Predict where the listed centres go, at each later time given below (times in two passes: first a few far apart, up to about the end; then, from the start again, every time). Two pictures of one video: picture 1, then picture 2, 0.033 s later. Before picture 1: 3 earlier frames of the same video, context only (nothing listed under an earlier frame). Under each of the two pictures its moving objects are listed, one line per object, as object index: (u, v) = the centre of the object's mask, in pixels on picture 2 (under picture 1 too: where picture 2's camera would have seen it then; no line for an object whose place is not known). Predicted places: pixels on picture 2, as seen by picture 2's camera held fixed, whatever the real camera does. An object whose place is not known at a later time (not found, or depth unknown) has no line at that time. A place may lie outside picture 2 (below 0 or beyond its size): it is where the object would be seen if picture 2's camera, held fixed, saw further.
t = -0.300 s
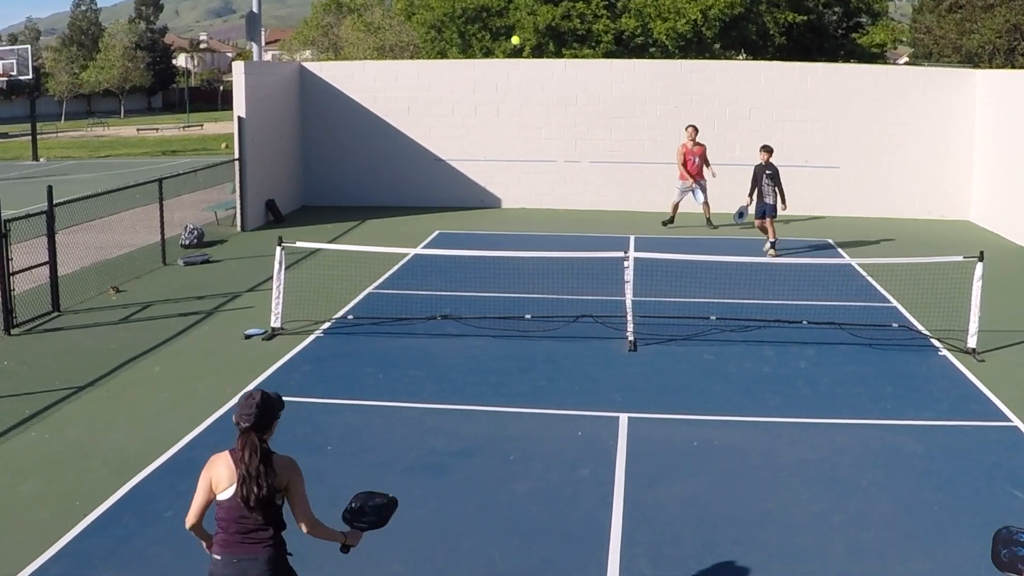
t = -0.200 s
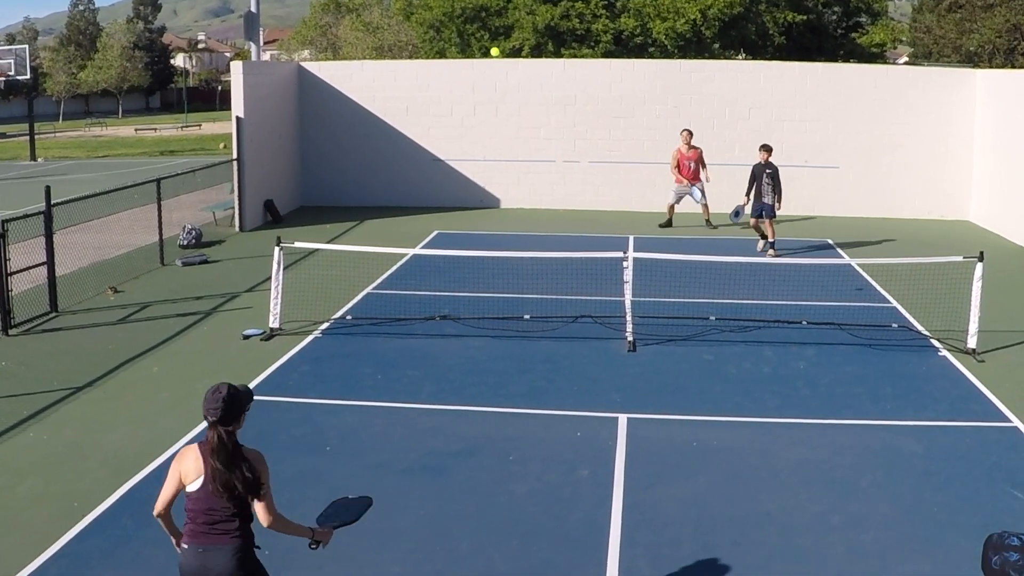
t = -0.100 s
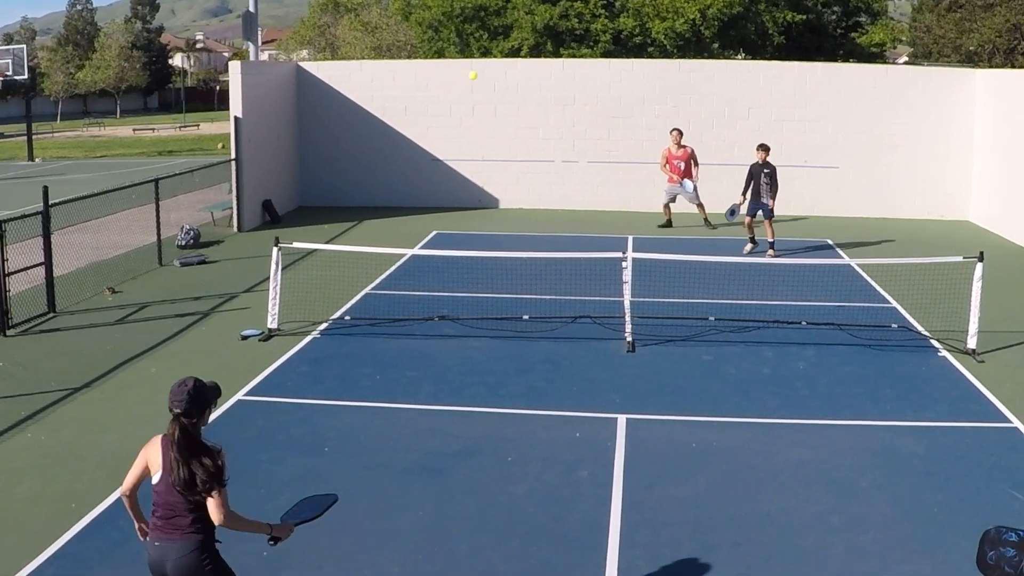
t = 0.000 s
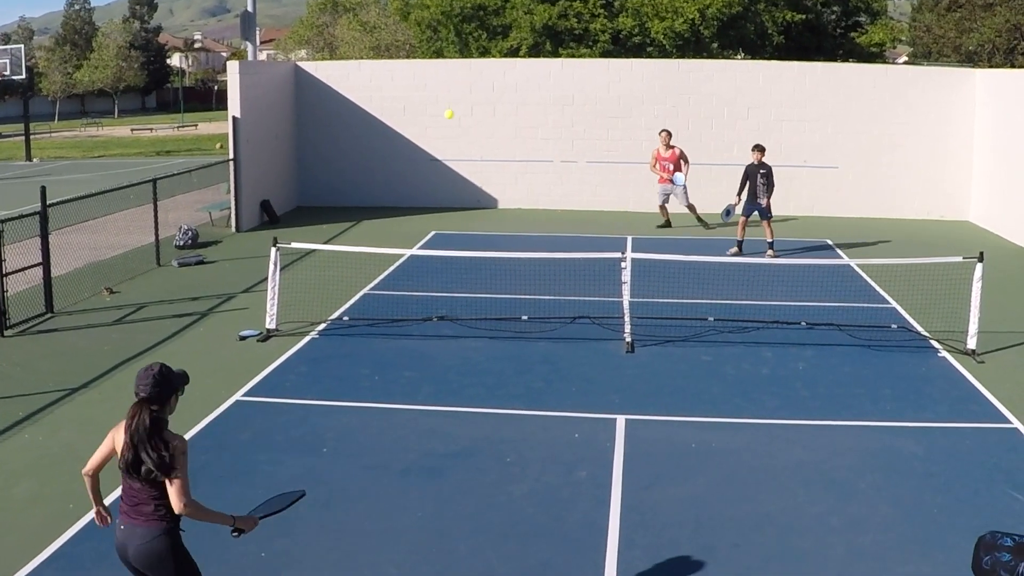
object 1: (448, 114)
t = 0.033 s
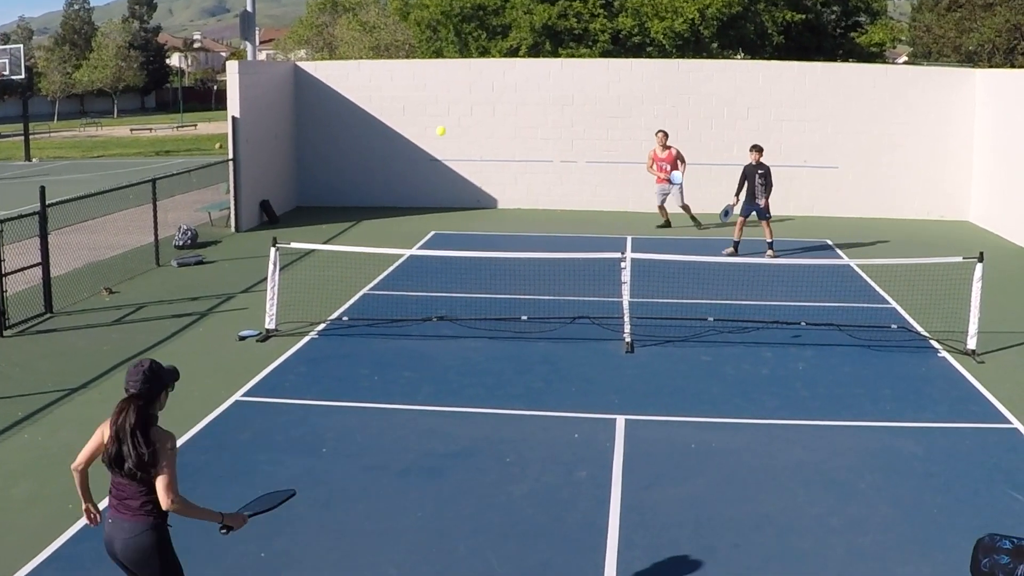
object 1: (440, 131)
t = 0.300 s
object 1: (368, 349)
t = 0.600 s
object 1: (288, 452)
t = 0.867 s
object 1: (218, 436)
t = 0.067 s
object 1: (432, 149)
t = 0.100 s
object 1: (424, 170)
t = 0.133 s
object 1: (416, 193)
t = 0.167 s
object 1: (407, 218)
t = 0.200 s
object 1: (397, 247)
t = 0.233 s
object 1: (388, 278)
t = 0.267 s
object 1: (378, 312)
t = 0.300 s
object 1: (368, 349)
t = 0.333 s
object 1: (359, 388)
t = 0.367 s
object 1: (348, 430)
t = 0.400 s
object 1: (338, 476)
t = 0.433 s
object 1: (328, 521)
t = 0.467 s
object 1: (320, 504)
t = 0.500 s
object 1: (312, 489)
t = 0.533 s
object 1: (304, 475)
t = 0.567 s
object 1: (296, 463)
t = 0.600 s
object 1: (288, 452)
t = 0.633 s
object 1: (280, 443)
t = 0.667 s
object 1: (271, 436)
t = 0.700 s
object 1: (263, 430)
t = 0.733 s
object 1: (254, 427)
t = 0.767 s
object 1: (245, 426)
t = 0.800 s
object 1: (236, 428)
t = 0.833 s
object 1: (227, 431)
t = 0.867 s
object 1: (218, 436)
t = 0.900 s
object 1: (208, 445)
